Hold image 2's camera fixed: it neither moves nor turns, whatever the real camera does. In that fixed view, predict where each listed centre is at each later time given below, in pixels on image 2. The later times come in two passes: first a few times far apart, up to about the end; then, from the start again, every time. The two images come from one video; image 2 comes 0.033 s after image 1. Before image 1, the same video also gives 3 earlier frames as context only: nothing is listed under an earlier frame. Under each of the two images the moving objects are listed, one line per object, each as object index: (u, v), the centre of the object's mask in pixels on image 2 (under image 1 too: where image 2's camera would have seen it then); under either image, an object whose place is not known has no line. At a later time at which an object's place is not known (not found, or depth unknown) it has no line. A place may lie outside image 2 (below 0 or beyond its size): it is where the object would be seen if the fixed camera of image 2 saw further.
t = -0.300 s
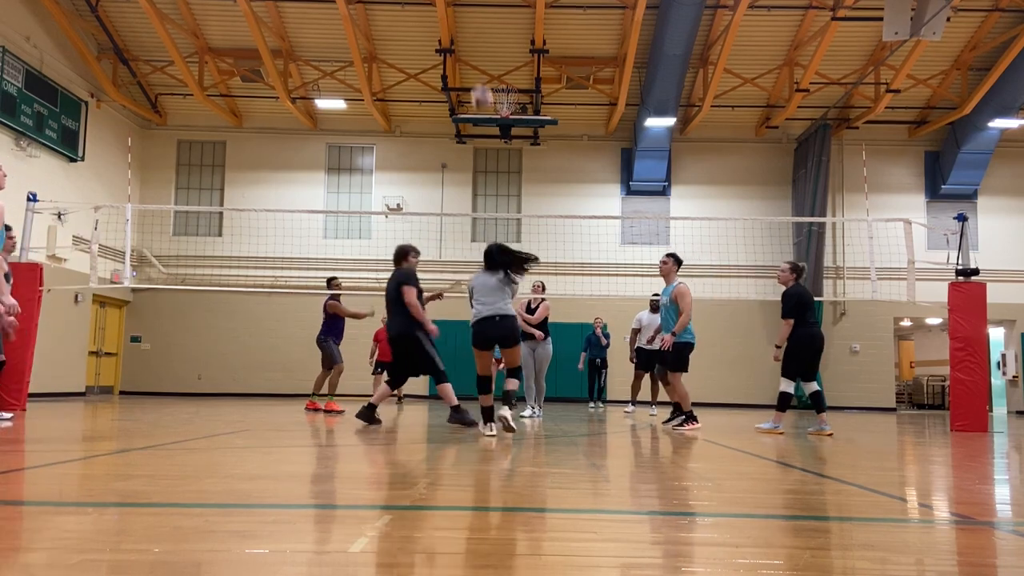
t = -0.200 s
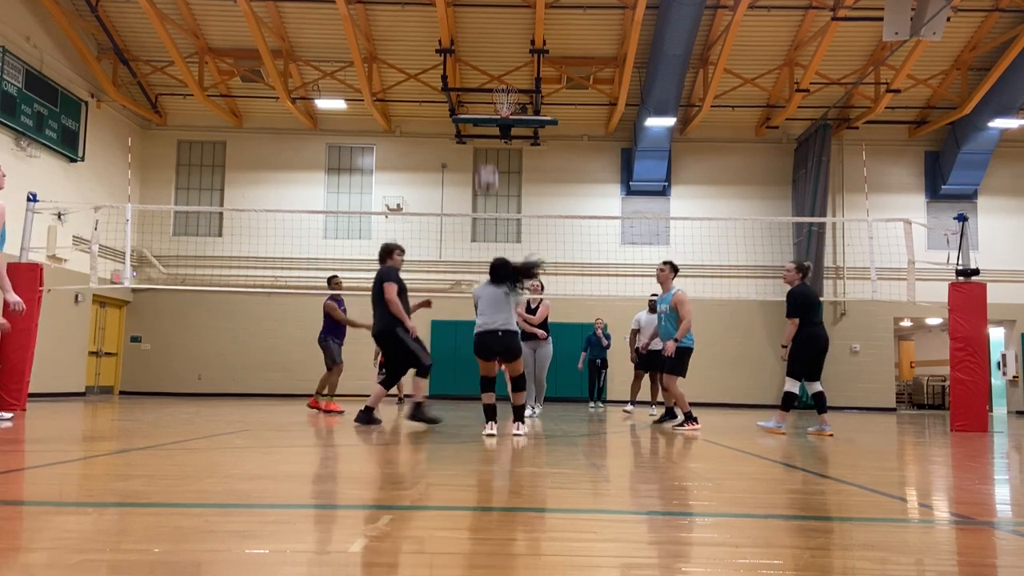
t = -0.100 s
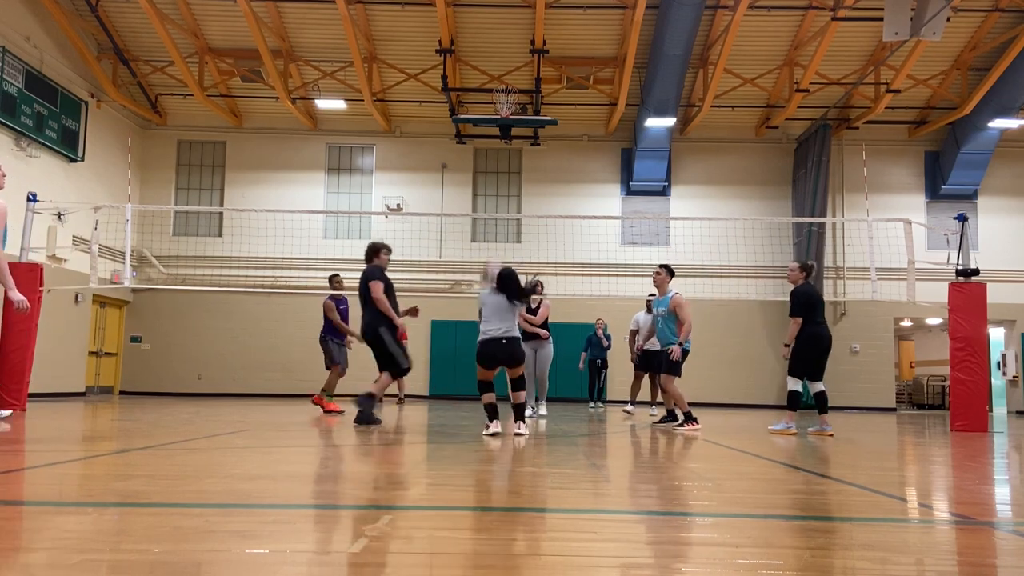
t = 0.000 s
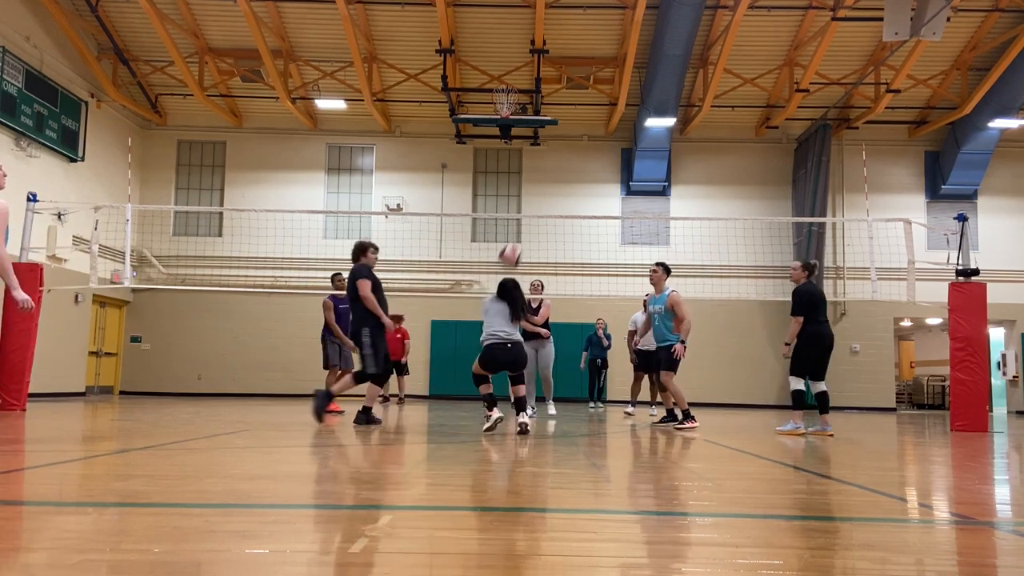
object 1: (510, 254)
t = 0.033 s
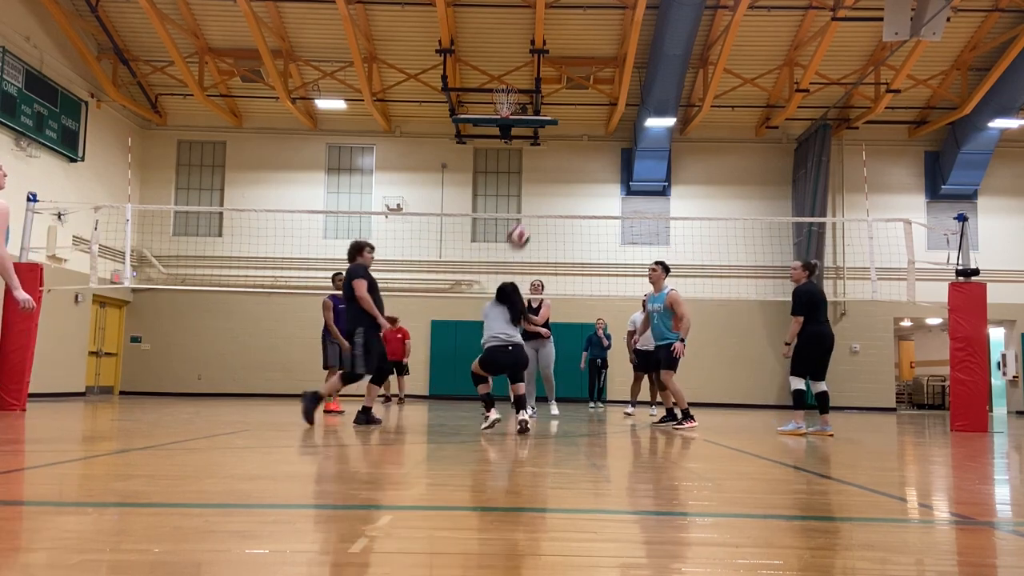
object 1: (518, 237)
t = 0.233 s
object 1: (563, 152)
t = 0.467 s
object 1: (608, 115)
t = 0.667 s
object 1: (643, 126)
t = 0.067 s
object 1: (526, 220)
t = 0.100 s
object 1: (533, 204)
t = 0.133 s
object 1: (541, 188)
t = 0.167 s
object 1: (549, 175)
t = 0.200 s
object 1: (556, 163)
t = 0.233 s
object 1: (563, 152)
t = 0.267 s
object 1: (570, 144)
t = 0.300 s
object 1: (577, 136)
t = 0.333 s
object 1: (583, 130)
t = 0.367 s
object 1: (589, 125)
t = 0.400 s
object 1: (597, 120)
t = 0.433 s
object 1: (603, 116)
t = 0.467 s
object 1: (608, 115)
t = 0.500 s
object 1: (615, 114)
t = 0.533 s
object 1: (621, 115)
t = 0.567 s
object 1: (628, 116)
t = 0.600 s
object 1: (632, 118)
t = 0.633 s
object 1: (638, 121)
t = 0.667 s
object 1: (643, 126)
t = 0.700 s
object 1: (648, 132)
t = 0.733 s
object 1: (656, 138)
